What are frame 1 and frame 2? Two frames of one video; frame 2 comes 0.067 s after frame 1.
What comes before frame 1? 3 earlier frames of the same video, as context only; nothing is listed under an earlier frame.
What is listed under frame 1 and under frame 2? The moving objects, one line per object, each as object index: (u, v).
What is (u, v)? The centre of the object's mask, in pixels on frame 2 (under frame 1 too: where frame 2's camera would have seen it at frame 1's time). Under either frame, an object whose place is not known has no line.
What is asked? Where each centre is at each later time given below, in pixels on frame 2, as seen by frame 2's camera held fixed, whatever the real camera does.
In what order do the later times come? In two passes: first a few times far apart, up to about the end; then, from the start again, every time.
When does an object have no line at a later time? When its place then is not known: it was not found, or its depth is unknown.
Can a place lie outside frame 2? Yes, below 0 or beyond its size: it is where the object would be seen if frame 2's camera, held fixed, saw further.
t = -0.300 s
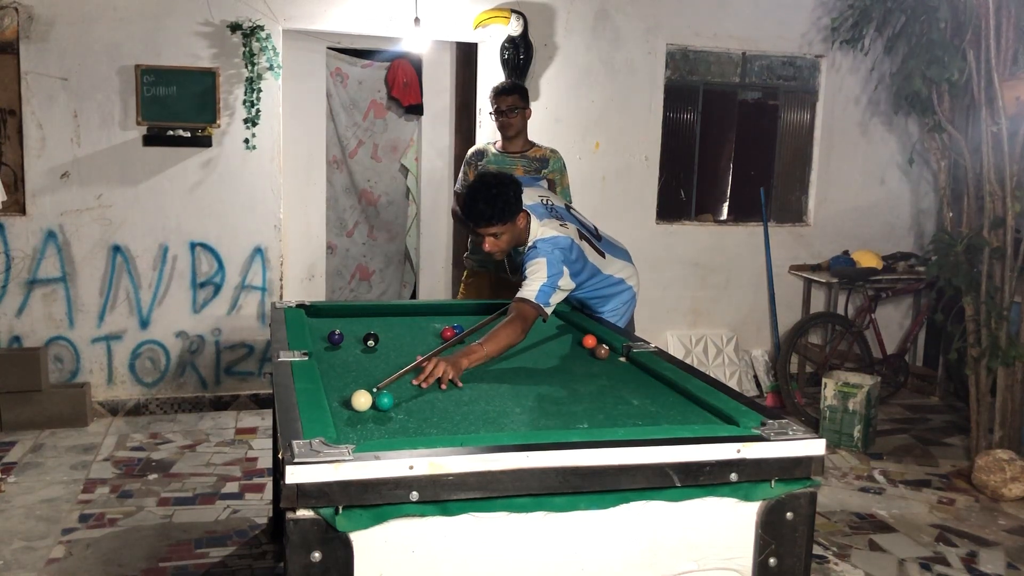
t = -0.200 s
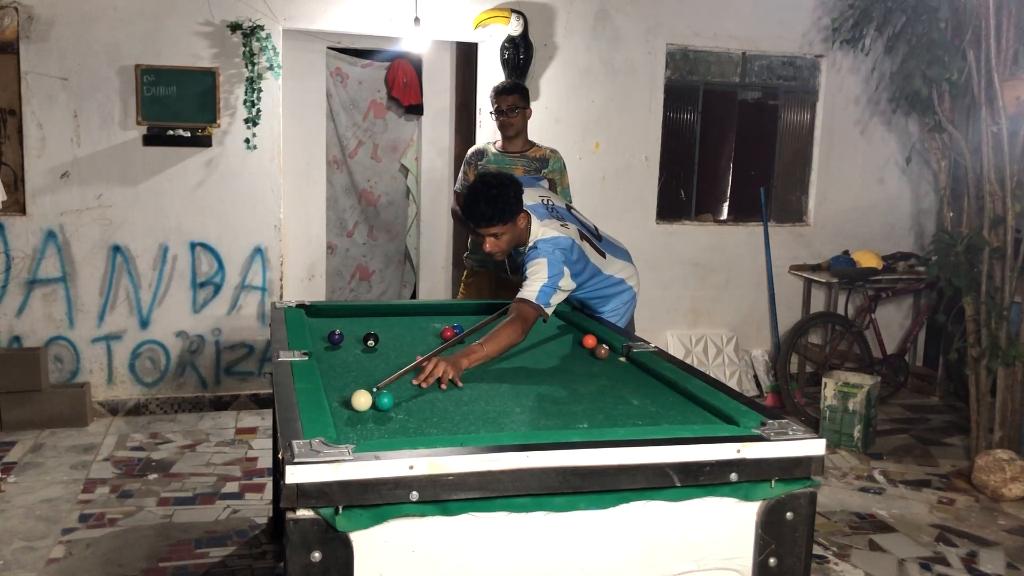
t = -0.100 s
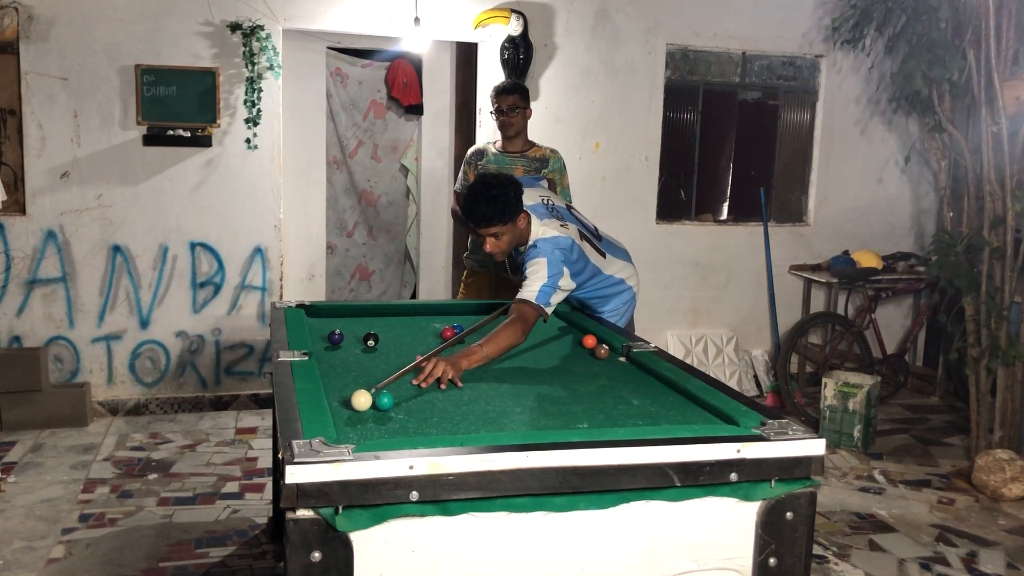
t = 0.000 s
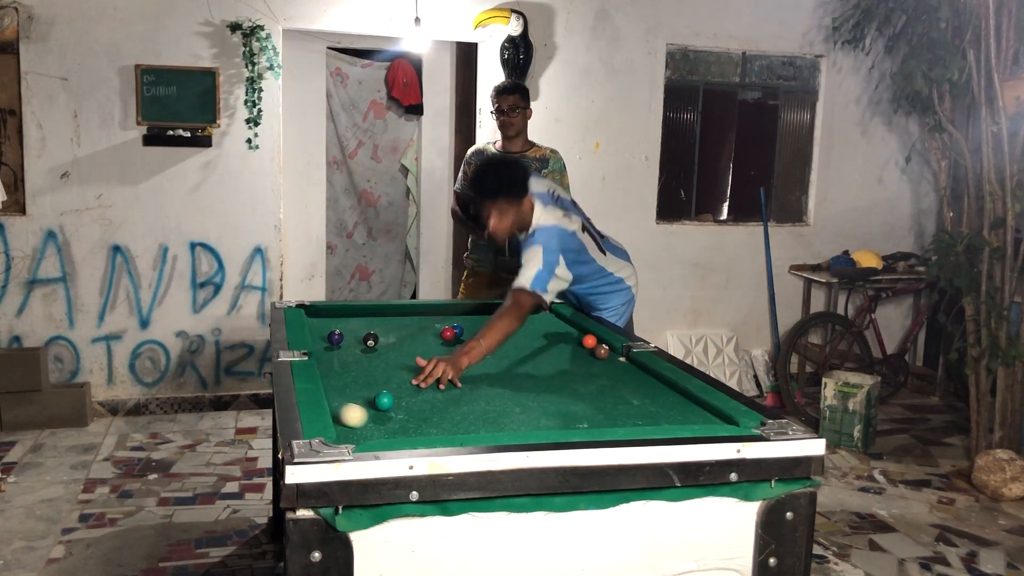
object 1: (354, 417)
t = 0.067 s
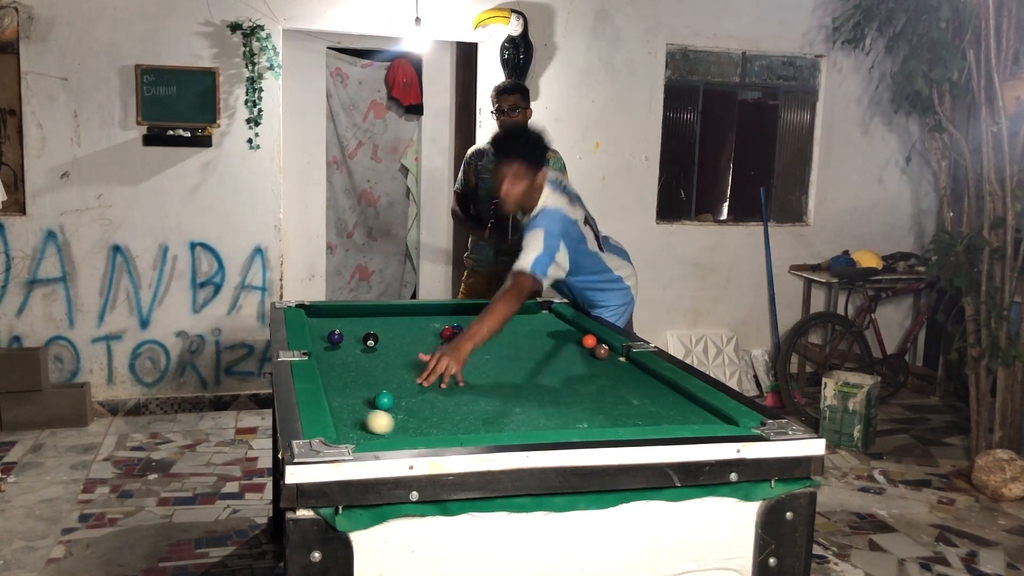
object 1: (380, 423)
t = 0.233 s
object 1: (444, 431)
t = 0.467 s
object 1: (515, 419)
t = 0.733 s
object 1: (582, 401)
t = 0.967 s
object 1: (632, 388)
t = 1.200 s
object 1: (644, 378)
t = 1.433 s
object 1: (597, 369)
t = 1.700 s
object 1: (548, 361)
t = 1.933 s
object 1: (508, 355)
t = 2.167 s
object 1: (471, 349)
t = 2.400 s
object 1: (438, 344)
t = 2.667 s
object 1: (401, 338)
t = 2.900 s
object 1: (372, 331)
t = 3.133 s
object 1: (345, 329)
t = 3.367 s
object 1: (319, 327)
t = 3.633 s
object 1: (327, 324)
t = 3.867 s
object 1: (337, 321)
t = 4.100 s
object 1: (345, 319)
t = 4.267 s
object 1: (350, 318)
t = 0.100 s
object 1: (392, 426)
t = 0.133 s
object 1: (404, 428)
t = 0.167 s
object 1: (417, 429)
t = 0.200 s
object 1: (430, 430)
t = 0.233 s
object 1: (444, 431)
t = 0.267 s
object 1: (455, 429)
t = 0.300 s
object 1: (466, 428)
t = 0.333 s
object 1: (476, 426)
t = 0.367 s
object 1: (486, 424)
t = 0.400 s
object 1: (496, 423)
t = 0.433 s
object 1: (506, 421)
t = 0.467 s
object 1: (515, 419)
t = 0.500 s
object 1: (524, 416)
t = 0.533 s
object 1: (533, 414)
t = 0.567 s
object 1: (542, 412)
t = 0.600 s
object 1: (550, 410)
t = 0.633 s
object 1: (559, 408)
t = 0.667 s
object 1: (567, 406)
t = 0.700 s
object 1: (574, 404)
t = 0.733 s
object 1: (582, 401)
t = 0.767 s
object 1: (590, 399)
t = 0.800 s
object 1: (597, 397)
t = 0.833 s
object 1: (604, 396)
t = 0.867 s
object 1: (611, 393)
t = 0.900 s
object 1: (618, 392)
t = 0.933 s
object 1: (625, 390)
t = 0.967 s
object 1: (632, 388)
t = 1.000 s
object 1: (638, 386)
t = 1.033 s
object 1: (644, 385)
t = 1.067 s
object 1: (650, 383)
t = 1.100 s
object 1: (656, 381)
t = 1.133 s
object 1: (659, 380)
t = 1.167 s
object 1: (651, 379)
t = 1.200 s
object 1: (644, 378)
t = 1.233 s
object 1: (637, 376)
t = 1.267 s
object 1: (630, 375)
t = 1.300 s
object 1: (623, 374)
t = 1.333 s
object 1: (616, 373)
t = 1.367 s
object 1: (610, 371)
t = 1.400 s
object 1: (604, 370)
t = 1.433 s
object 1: (597, 369)
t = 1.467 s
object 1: (591, 368)
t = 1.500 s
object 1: (584, 368)
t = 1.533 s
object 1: (578, 366)
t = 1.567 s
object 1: (572, 365)
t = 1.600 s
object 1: (566, 364)
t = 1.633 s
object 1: (560, 363)
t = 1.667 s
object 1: (554, 362)
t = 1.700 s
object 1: (548, 361)
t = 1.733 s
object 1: (542, 360)
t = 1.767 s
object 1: (537, 359)
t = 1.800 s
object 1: (531, 358)
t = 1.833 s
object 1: (525, 357)
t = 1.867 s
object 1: (520, 356)
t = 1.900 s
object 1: (514, 356)
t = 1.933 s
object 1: (508, 355)
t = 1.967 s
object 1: (503, 354)
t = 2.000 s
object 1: (498, 353)
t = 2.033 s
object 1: (493, 352)
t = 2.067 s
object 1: (487, 352)
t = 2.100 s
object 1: (482, 351)
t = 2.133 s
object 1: (477, 350)
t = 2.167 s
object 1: (471, 349)
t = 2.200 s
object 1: (467, 348)
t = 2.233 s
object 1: (462, 348)
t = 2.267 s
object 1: (457, 347)
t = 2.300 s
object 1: (452, 346)
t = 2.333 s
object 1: (447, 345)
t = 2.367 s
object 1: (442, 345)
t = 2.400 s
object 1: (438, 344)
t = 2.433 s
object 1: (433, 344)
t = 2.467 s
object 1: (429, 342)
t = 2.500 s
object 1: (423, 342)
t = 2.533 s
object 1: (419, 341)
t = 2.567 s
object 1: (414, 340)
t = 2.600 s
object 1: (410, 340)
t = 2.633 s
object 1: (405, 339)
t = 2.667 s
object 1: (401, 338)
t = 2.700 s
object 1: (397, 338)
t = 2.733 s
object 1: (392, 337)
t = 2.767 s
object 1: (388, 337)
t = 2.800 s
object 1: (385, 336)
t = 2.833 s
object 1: (381, 334)
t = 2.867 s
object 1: (378, 333)
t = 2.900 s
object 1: (372, 331)
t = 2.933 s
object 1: (366, 330)
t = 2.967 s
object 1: (362, 331)
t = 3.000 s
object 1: (359, 332)
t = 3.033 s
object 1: (355, 332)
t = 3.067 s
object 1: (351, 331)
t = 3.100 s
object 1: (348, 331)
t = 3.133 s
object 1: (345, 329)
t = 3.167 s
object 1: (342, 328)
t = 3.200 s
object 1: (337, 327)
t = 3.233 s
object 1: (332, 327)
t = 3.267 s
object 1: (328, 327)
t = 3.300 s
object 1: (325, 327)
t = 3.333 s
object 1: (322, 327)
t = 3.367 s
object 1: (319, 327)
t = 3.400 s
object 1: (316, 326)
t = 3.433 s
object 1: (317, 326)
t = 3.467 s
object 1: (319, 326)
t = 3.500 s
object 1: (320, 325)
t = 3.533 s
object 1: (322, 325)
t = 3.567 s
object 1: (324, 324)
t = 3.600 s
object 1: (325, 324)
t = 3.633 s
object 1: (327, 324)
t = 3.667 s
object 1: (328, 323)
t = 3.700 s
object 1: (330, 323)
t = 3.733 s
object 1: (331, 323)
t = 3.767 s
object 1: (332, 322)
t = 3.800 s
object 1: (334, 322)
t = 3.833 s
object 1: (335, 322)
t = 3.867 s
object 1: (337, 321)
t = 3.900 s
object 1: (338, 321)
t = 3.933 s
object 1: (339, 321)
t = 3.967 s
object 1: (340, 321)
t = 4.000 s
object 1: (342, 320)
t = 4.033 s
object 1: (343, 320)
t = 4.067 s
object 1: (344, 320)
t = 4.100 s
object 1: (345, 319)
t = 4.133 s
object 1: (346, 319)
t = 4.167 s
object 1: (347, 319)
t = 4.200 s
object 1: (348, 319)
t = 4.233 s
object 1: (349, 319)
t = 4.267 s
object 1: (350, 318)
